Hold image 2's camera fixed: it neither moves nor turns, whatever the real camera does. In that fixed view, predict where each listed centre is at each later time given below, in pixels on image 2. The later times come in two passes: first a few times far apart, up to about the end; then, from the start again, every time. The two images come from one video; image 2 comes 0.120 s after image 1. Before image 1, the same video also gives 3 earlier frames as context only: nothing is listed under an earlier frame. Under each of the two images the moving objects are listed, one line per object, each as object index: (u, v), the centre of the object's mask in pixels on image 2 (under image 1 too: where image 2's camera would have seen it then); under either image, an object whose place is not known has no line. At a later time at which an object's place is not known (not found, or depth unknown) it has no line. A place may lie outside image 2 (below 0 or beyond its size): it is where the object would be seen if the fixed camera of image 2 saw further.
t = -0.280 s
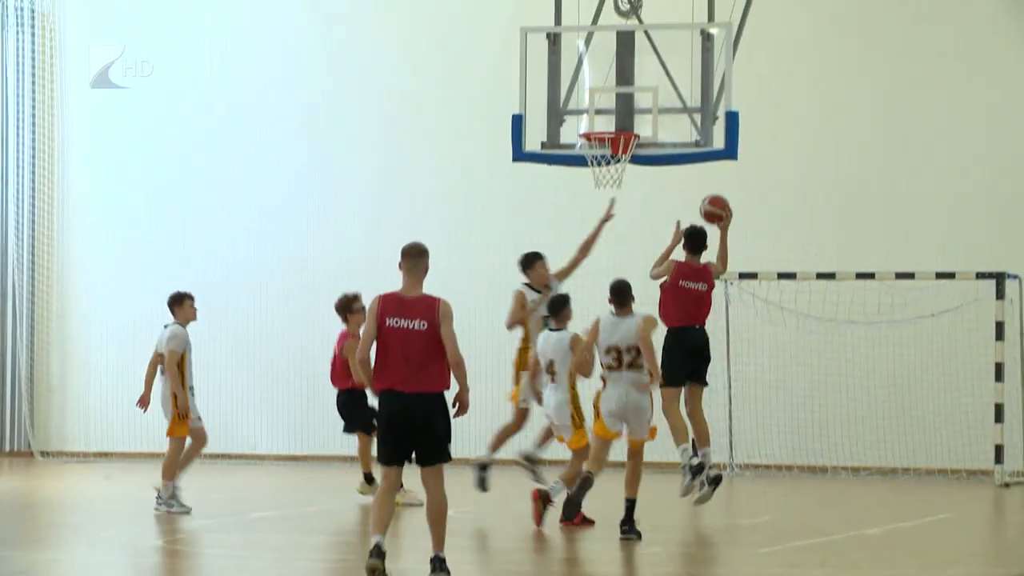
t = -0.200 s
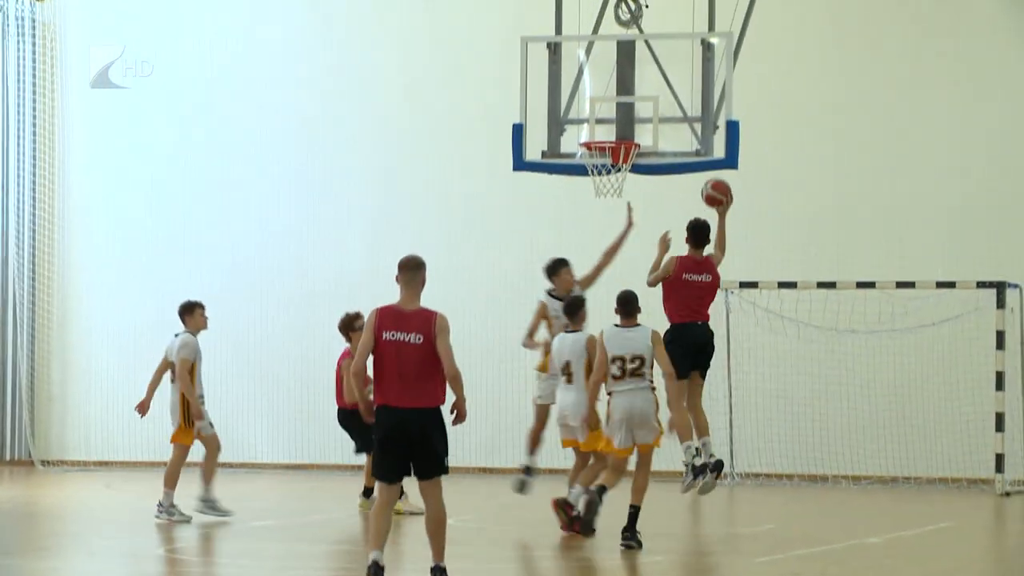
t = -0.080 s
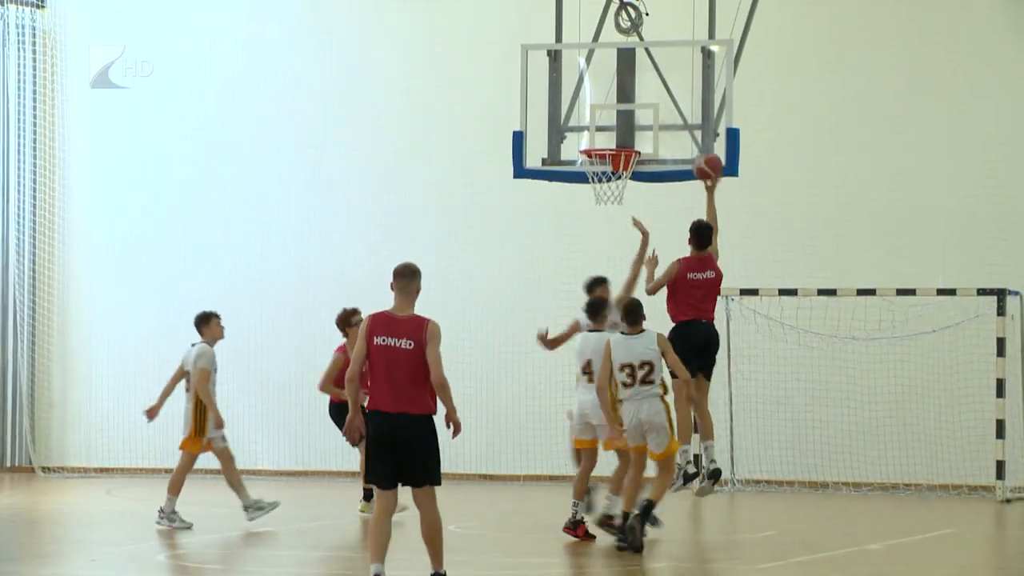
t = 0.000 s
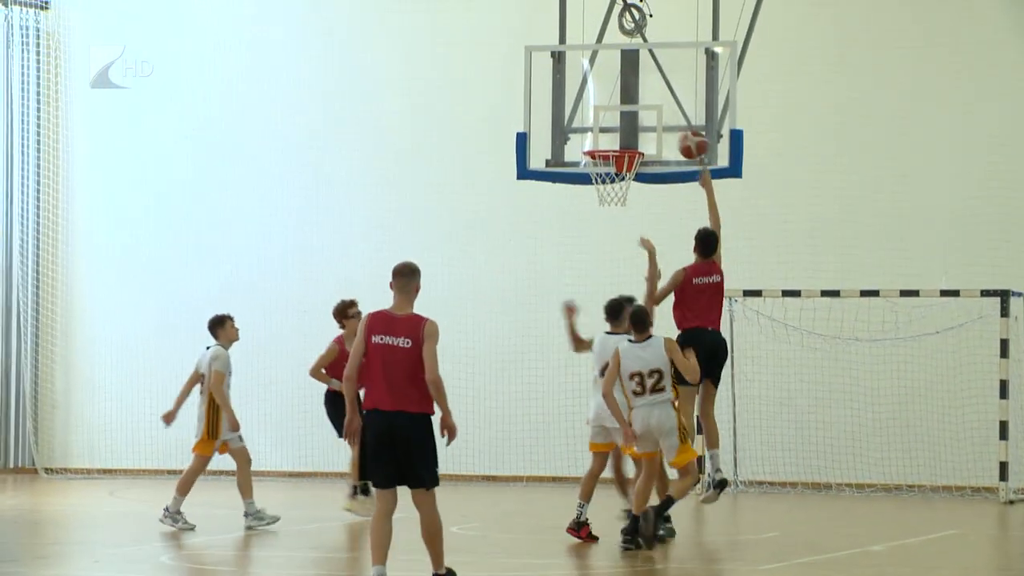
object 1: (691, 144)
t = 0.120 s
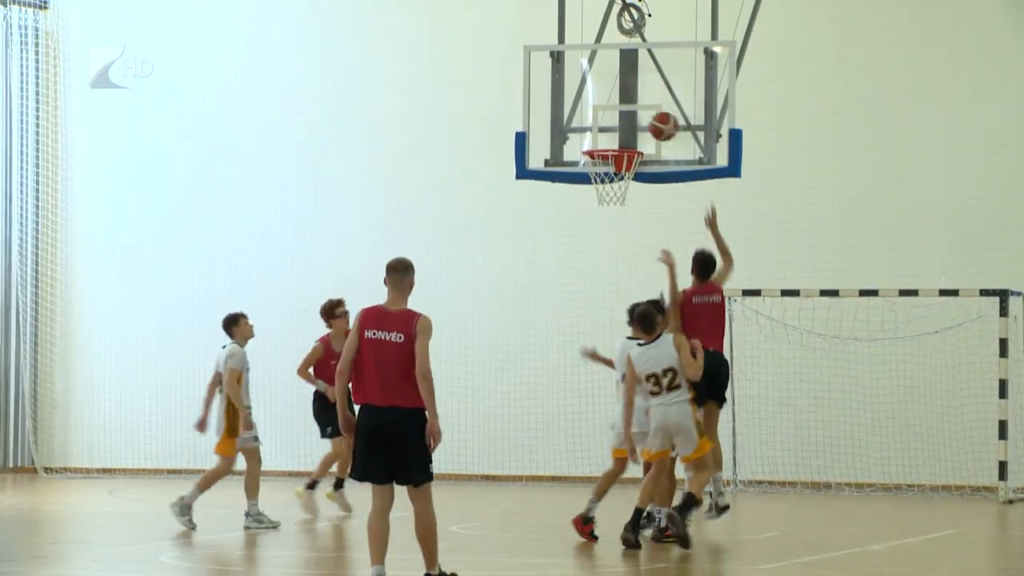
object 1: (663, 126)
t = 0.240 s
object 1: (635, 125)
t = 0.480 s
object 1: (600, 153)
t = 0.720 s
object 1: (635, 177)
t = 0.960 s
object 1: (622, 192)
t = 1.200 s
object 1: (587, 228)
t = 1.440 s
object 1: (552, 329)
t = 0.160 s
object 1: (654, 124)
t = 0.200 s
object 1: (645, 123)
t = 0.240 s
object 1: (635, 125)
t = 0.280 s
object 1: (627, 127)
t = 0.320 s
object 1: (619, 131)
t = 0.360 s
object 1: (611, 137)
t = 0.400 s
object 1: (602, 141)
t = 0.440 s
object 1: (600, 149)
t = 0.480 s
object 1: (600, 153)
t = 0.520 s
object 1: (608, 159)
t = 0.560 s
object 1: (612, 165)
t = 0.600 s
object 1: (619, 168)
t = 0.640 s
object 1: (627, 172)
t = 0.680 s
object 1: (627, 176)
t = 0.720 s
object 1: (635, 177)
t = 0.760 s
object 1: (636, 178)
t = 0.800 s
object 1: (636, 179)
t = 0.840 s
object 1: (635, 182)
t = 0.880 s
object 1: (631, 186)
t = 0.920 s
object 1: (628, 189)
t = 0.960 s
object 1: (622, 192)
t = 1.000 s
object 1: (617, 195)
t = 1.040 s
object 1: (610, 199)
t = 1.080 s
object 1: (605, 203)
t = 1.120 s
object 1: (599, 210)
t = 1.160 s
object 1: (593, 217)
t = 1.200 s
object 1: (587, 228)
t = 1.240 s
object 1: (582, 240)
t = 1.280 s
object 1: (576, 254)
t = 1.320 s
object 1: (570, 269)
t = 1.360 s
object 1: (564, 287)
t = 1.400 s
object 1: (558, 307)
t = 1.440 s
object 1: (552, 329)
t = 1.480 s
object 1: (547, 352)
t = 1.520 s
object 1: (540, 378)
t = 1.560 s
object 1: (535, 405)
